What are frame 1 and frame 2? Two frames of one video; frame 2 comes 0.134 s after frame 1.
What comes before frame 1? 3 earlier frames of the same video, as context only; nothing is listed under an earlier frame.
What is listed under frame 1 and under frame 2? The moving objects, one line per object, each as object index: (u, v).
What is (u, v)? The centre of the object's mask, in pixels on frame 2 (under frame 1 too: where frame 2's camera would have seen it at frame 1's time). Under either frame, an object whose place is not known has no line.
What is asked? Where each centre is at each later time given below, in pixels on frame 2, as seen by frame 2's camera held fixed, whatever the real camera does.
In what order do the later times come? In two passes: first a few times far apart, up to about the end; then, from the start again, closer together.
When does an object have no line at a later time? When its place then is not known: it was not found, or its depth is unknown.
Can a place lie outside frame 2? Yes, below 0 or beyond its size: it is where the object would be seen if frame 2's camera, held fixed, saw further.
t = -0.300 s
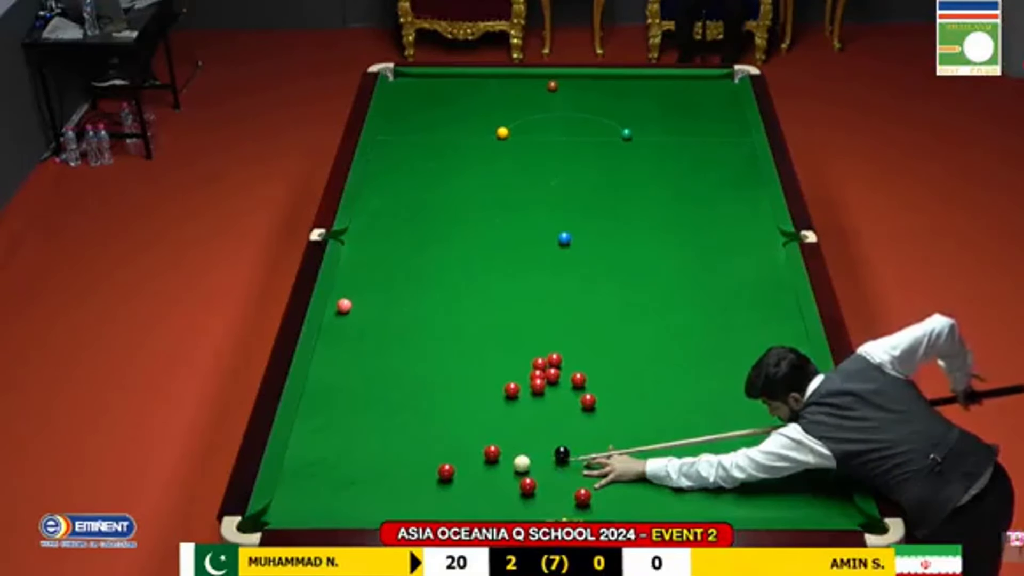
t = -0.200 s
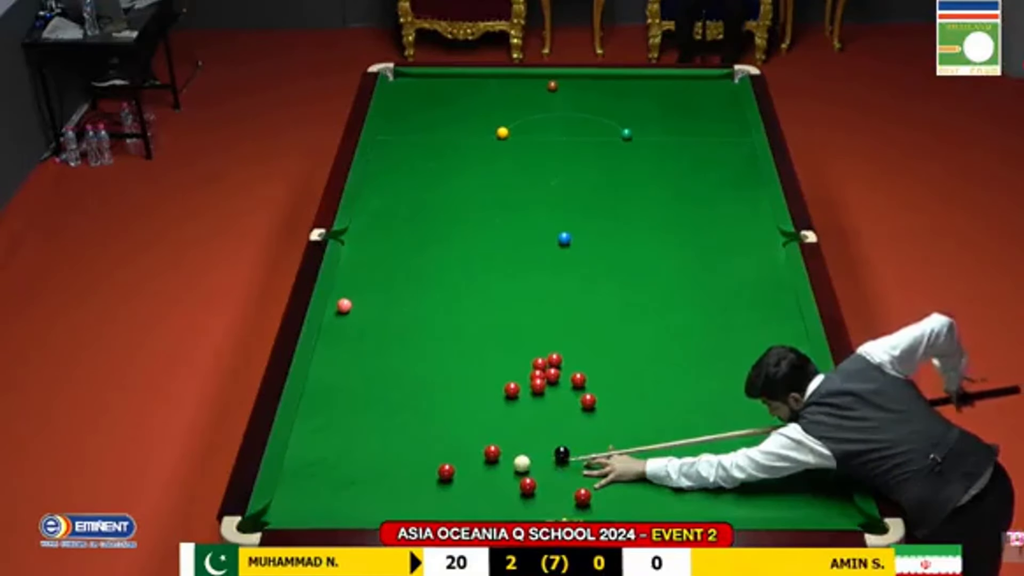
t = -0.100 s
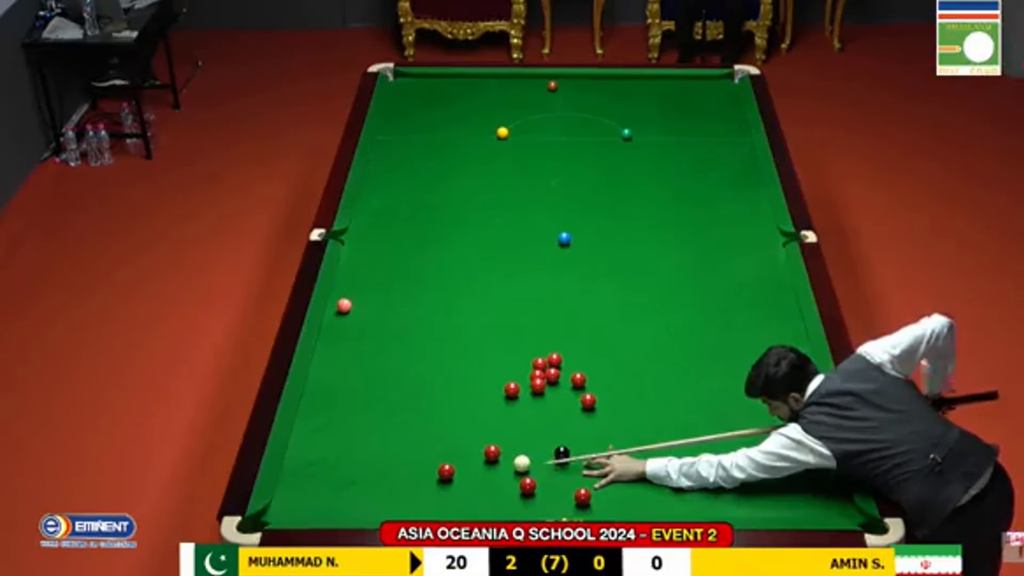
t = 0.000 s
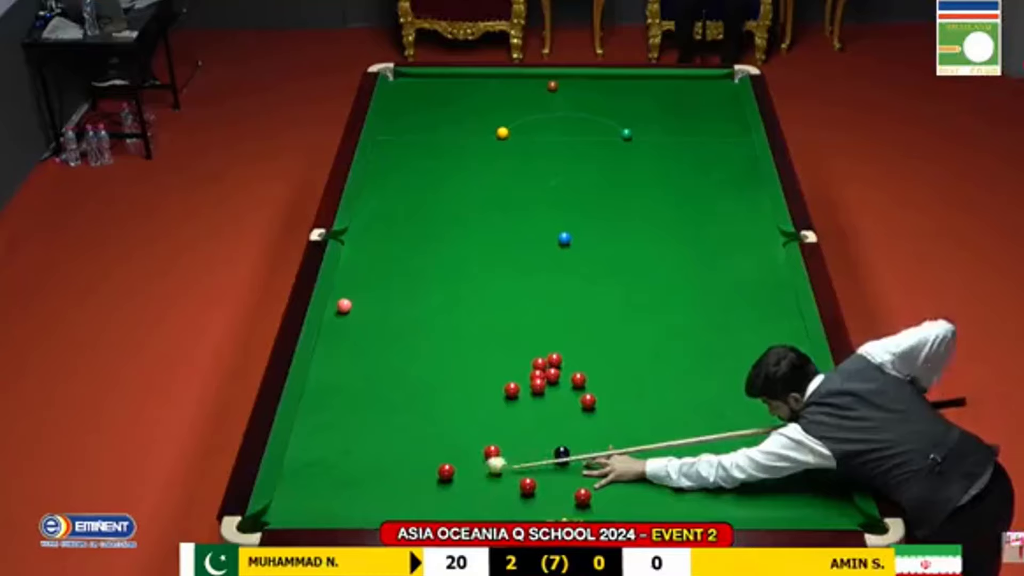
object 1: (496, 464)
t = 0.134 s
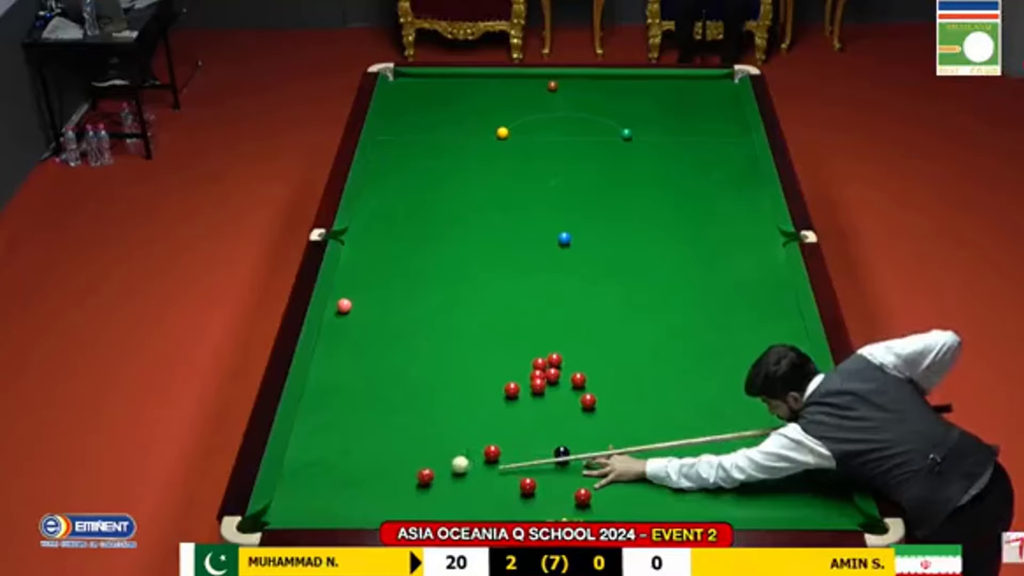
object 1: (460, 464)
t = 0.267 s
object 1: (459, 459)
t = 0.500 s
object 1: (457, 452)
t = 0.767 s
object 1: (456, 445)
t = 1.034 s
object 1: (454, 439)
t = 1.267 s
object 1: (453, 435)
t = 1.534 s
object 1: (452, 431)
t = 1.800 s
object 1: (451, 429)
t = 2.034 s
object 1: (450, 427)
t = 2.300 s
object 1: (450, 427)
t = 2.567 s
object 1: (450, 427)
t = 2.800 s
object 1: (450, 427)
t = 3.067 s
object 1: (450, 427)
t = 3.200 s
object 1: (450, 427)
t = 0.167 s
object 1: (460, 463)
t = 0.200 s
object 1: (459, 462)
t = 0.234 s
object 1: (459, 461)
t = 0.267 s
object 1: (459, 459)
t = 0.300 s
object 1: (459, 458)
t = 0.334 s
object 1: (459, 457)
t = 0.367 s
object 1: (458, 456)
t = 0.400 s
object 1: (458, 455)
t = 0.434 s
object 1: (458, 454)
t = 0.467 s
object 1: (458, 453)
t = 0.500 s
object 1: (457, 452)
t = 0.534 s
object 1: (457, 451)
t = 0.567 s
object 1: (457, 450)
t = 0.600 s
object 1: (457, 450)
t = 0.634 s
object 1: (457, 449)
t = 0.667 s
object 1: (456, 447)
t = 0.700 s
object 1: (456, 447)
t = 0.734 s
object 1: (456, 446)
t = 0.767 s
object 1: (456, 445)
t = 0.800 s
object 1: (456, 444)
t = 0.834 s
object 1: (456, 444)
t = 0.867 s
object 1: (455, 443)
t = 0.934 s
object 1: (455, 441)
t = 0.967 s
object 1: (455, 440)
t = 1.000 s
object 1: (454, 440)
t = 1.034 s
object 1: (454, 439)
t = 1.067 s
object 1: (454, 438)
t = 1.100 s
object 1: (454, 438)
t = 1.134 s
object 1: (454, 437)
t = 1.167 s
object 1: (453, 436)
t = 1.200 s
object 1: (453, 436)
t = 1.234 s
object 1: (453, 436)
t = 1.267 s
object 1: (453, 435)
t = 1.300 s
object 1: (453, 434)
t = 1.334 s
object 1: (453, 434)
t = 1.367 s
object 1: (452, 433)
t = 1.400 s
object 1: (452, 433)
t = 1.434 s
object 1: (452, 432)
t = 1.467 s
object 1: (452, 432)
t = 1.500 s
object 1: (452, 432)
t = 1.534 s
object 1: (452, 431)
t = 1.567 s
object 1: (451, 431)
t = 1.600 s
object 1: (451, 431)
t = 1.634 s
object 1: (451, 430)
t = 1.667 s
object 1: (451, 430)
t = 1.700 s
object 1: (451, 429)
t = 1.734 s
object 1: (451, 429)
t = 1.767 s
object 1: (451, 429)
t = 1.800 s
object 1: (451, 429)
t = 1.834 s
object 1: (450, 428)
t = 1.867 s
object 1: (450, 428)
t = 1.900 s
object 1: (450, 428)
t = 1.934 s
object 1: (450, 428)
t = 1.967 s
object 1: (450, 428)
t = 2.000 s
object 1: (450, 427)
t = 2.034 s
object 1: (450, 427)
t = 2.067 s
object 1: (450, 427)
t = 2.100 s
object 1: (450, 427)
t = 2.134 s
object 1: (450, 427)
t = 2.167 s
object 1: (450, 427)
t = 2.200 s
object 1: (450, 427)
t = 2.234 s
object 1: (450, 427)
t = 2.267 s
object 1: (450, 427)
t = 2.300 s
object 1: (450, 427)
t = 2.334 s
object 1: (450, 427)
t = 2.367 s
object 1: (450, 427)
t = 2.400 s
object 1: (450, 427)
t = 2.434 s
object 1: (450, 427)
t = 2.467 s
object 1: (450, 427)
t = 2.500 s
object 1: (450, 427)
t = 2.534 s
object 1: (450, 427)
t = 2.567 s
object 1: (450, 427)
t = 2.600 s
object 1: (450, 427)
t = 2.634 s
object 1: (450, 427)
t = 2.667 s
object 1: (450, 427)
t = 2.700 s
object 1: (450, 427)
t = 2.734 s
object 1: (450, 427)
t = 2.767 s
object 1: (450, 427)
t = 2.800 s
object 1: (450, 427)
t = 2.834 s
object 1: (450, 427)
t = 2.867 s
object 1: (450, 427)
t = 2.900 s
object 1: (450, 427)
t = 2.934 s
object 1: (450, 427)
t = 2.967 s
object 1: (450, 427)
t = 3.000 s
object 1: (450, 427)
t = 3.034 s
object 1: (450, 427)
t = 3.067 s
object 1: (450, 427)
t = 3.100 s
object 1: (450, 427)
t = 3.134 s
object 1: (450, 427)
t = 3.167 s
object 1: (450, 427)
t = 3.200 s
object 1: (450, 427)
